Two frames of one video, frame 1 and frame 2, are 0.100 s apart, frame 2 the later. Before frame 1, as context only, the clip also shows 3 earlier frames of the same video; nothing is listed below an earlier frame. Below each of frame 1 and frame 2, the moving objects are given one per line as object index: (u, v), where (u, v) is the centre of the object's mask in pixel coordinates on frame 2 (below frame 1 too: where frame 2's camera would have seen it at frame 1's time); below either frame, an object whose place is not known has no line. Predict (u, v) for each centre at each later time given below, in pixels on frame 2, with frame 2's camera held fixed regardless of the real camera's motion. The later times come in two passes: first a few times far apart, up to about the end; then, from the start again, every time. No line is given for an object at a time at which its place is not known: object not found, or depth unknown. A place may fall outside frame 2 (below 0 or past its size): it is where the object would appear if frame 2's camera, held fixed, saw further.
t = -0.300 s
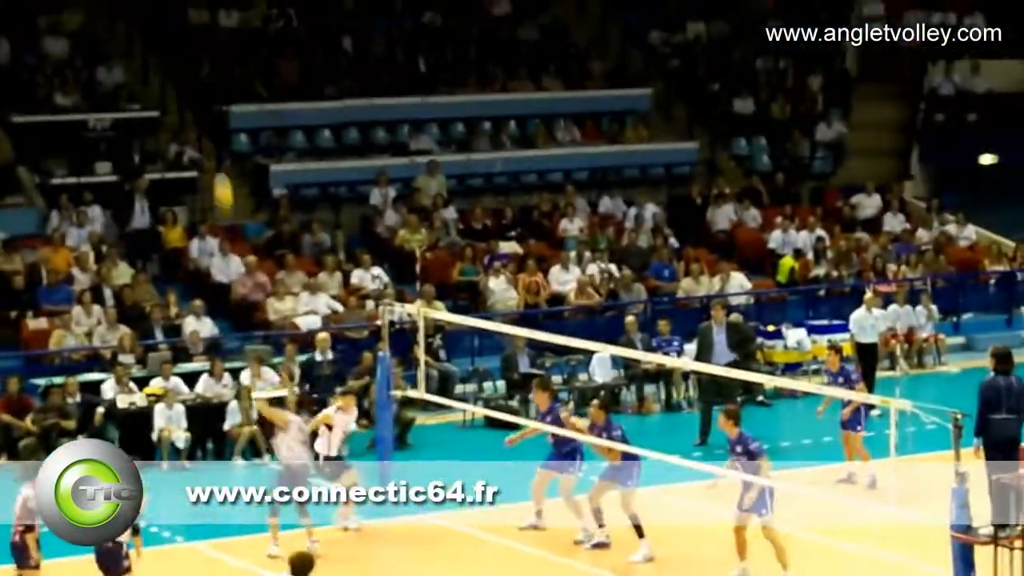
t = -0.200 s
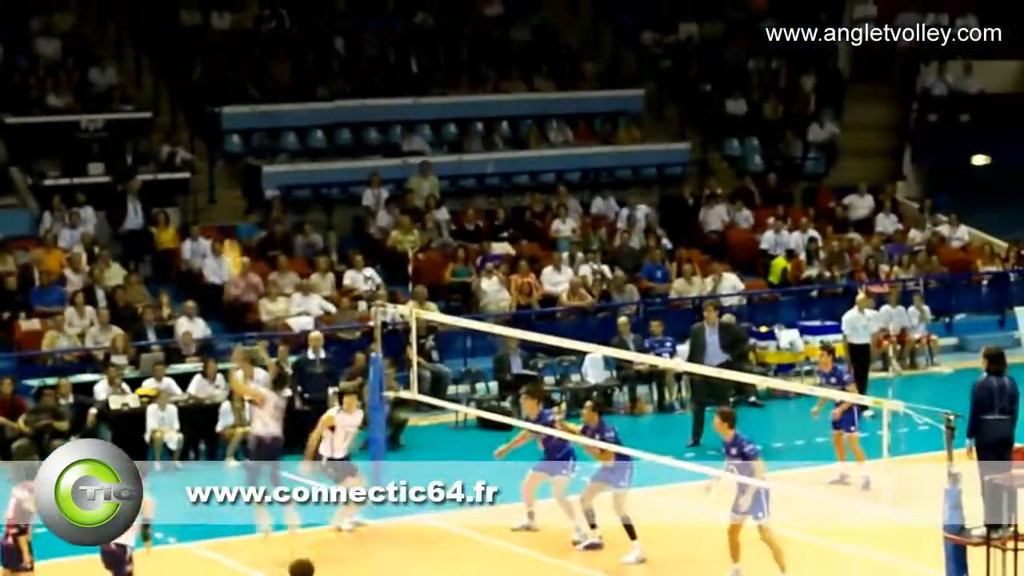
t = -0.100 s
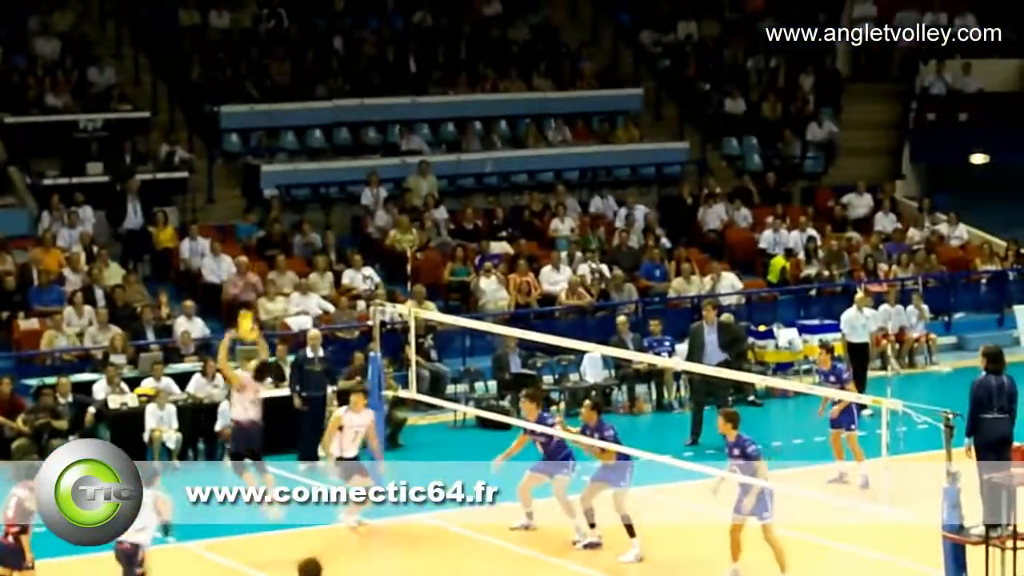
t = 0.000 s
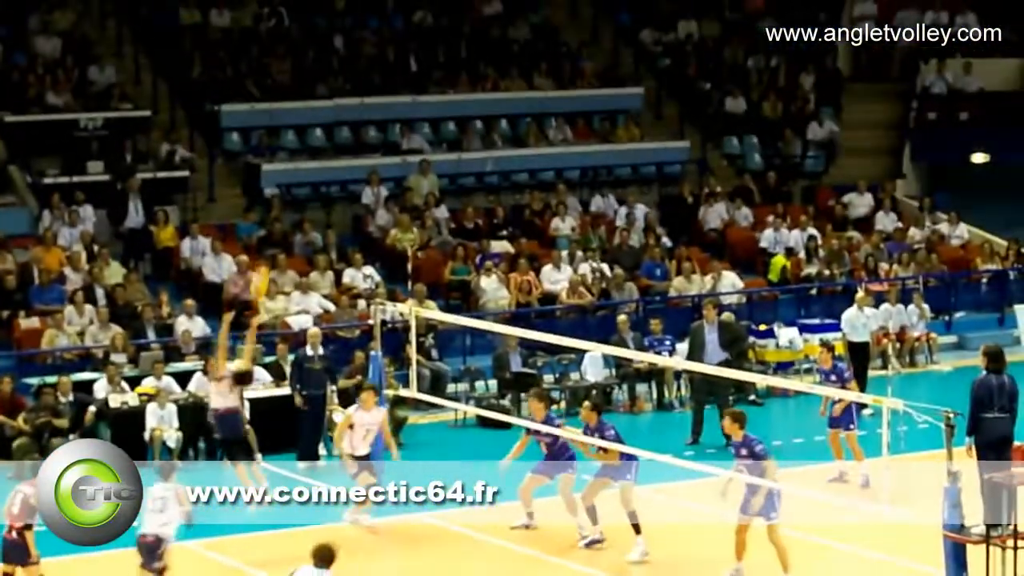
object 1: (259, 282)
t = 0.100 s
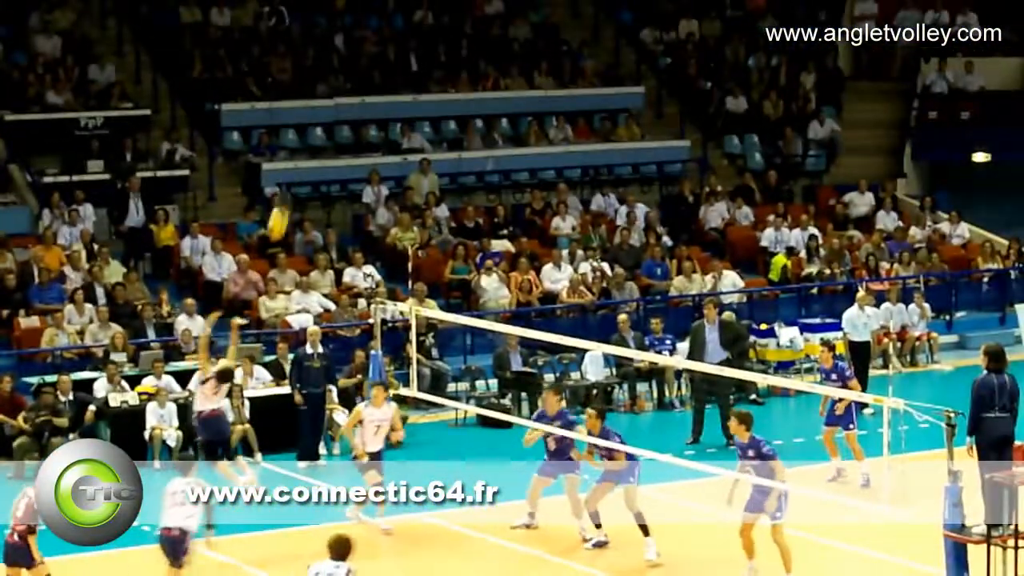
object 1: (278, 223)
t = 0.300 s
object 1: (307, 132)
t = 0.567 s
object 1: (345, 69)
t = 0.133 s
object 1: (282, 205)
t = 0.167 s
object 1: (287, 189)
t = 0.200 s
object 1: (292, 173)
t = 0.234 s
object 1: (298, 158)
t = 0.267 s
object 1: (303, 144)
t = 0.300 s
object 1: (307, 132)
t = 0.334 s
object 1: (313, 120)
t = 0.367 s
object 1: (319, 110)
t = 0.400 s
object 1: (323, 101)
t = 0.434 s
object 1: (330, 92)
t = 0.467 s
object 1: (335, 86)
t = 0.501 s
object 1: (340, 80)
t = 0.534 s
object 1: (342, 74)
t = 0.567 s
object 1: (345, 69)
